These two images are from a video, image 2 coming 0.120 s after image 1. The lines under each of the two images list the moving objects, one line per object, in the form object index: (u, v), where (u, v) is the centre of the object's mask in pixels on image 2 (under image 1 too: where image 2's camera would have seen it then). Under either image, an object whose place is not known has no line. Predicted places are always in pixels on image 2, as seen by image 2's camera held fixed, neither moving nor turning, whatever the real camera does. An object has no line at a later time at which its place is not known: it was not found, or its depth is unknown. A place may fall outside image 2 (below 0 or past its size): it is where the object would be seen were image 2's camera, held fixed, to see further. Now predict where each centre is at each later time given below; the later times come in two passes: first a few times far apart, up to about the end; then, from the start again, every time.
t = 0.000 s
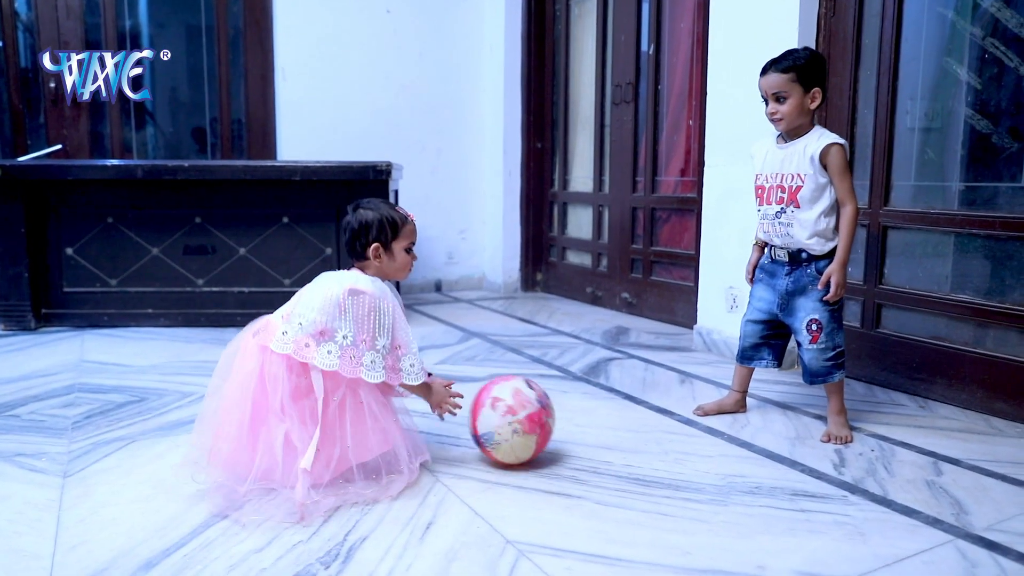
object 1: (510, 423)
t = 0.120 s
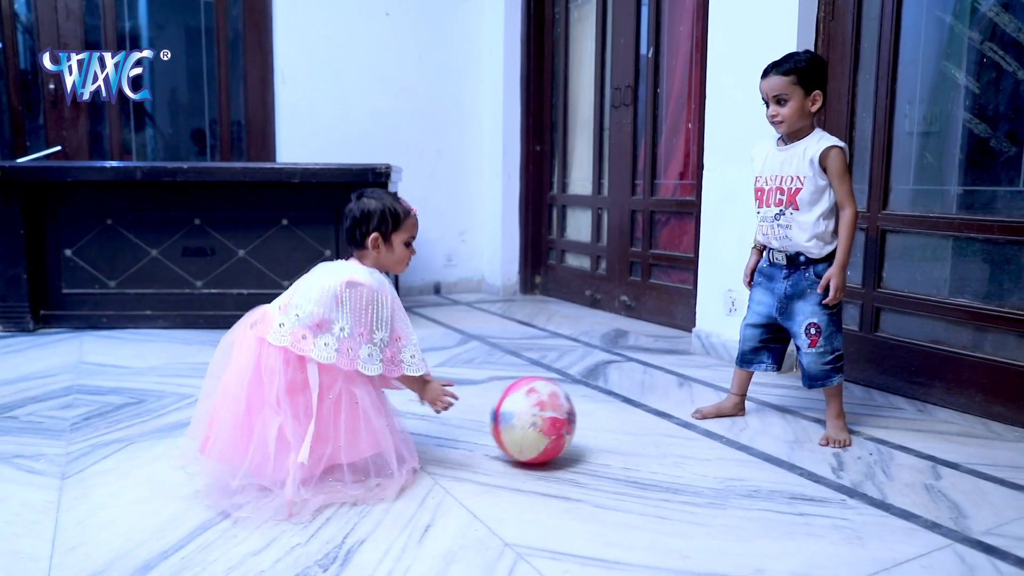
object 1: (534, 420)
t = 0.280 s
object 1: (561, 417)
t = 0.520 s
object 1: (593, 413)
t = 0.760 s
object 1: (622, 409)
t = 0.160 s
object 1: (541, 420)
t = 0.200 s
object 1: (548, 419)
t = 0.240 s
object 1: (555, 418)
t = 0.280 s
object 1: (561, 417)
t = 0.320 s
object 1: (568, 417)
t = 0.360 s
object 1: (573, 416)
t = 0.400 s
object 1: (578, 415)
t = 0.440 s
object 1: (583, 414)
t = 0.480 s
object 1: (588, 414)
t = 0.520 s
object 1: (593, 413)
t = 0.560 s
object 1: (598, 412)
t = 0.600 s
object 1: (603, 412)
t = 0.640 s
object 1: (608, 411)
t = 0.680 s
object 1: (612, 411)
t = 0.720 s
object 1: (617, 410)
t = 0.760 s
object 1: (622, 409)
